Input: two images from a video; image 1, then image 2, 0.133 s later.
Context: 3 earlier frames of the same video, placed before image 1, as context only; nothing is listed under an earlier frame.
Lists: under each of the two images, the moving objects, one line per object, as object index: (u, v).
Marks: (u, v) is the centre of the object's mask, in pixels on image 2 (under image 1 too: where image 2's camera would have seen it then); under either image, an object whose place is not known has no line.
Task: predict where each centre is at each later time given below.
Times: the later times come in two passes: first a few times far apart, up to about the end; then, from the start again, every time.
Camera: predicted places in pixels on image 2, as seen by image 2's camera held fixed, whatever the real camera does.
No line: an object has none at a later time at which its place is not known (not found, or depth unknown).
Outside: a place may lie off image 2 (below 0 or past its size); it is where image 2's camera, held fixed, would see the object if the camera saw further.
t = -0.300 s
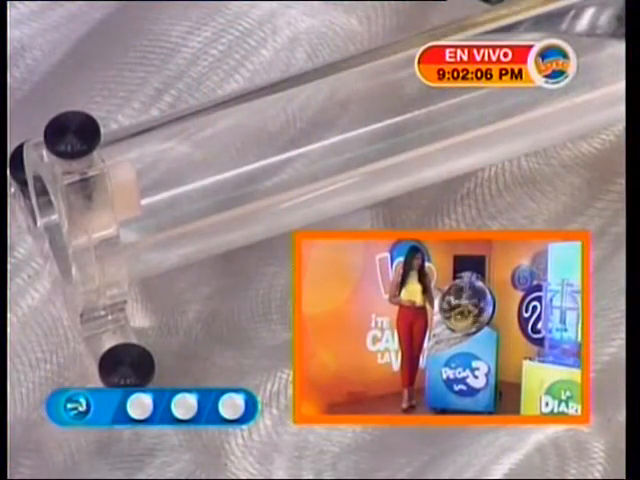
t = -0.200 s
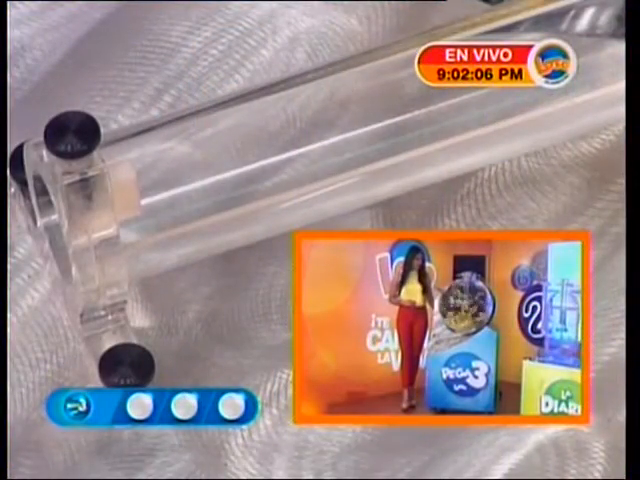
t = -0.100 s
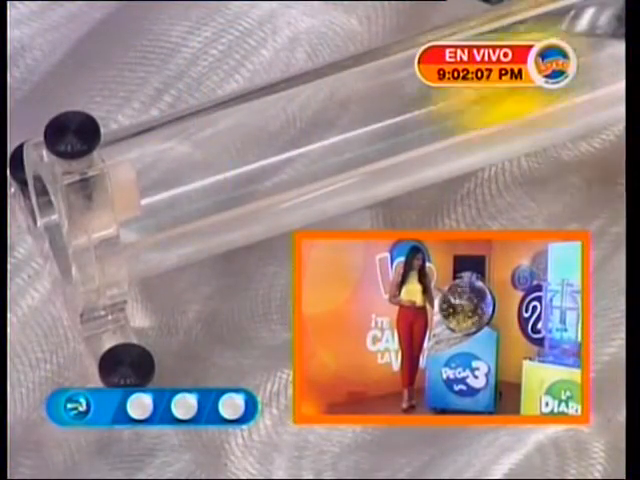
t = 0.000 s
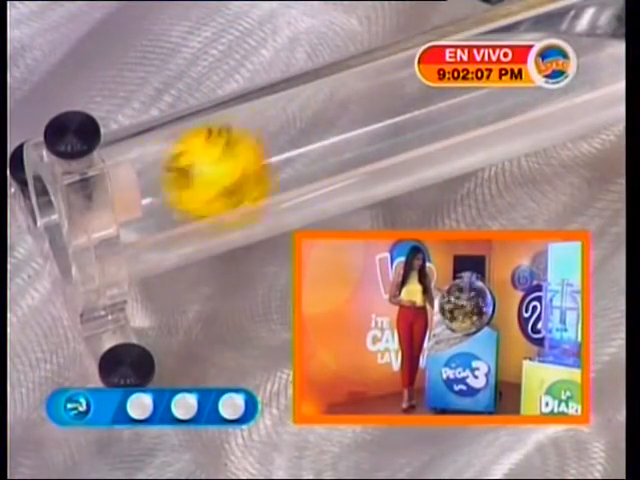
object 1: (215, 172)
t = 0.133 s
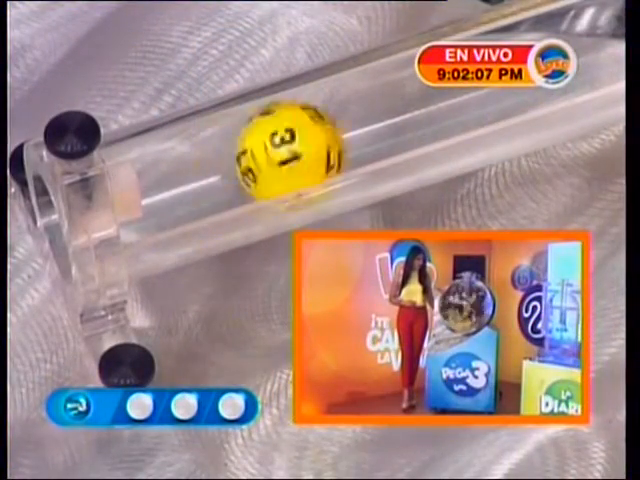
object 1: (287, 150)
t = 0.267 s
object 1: (215, 175)
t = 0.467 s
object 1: (173, 193)
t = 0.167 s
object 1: (278, 155)
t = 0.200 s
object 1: (261, 159)
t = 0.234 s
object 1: (241, 165)
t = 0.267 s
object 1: (215, 175)
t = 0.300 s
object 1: (187, 184)
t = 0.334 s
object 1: (172, 186)
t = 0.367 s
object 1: (174, 190)
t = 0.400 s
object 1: (176, 191)
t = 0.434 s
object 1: (174, 191)
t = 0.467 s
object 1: (173, 193)
